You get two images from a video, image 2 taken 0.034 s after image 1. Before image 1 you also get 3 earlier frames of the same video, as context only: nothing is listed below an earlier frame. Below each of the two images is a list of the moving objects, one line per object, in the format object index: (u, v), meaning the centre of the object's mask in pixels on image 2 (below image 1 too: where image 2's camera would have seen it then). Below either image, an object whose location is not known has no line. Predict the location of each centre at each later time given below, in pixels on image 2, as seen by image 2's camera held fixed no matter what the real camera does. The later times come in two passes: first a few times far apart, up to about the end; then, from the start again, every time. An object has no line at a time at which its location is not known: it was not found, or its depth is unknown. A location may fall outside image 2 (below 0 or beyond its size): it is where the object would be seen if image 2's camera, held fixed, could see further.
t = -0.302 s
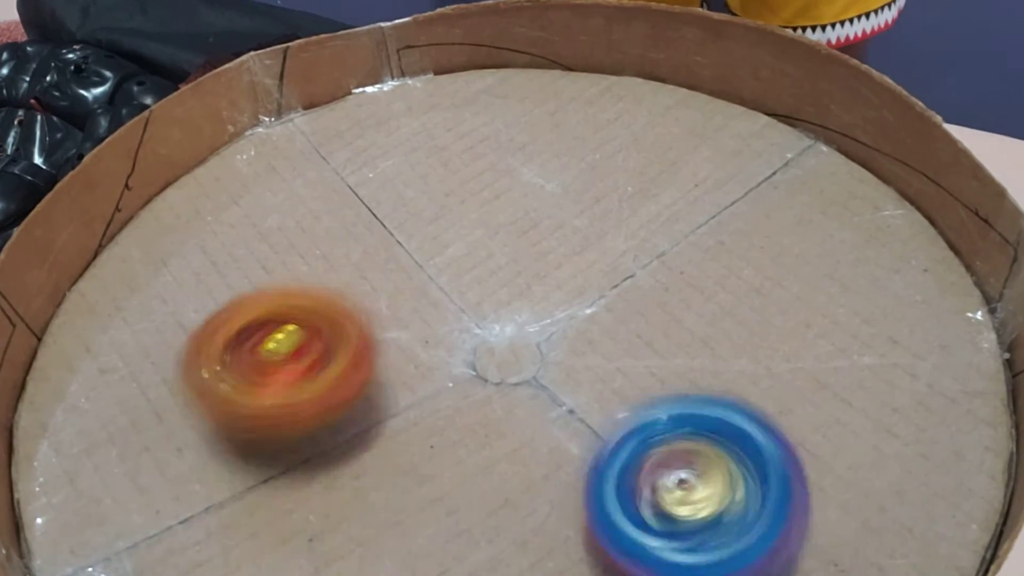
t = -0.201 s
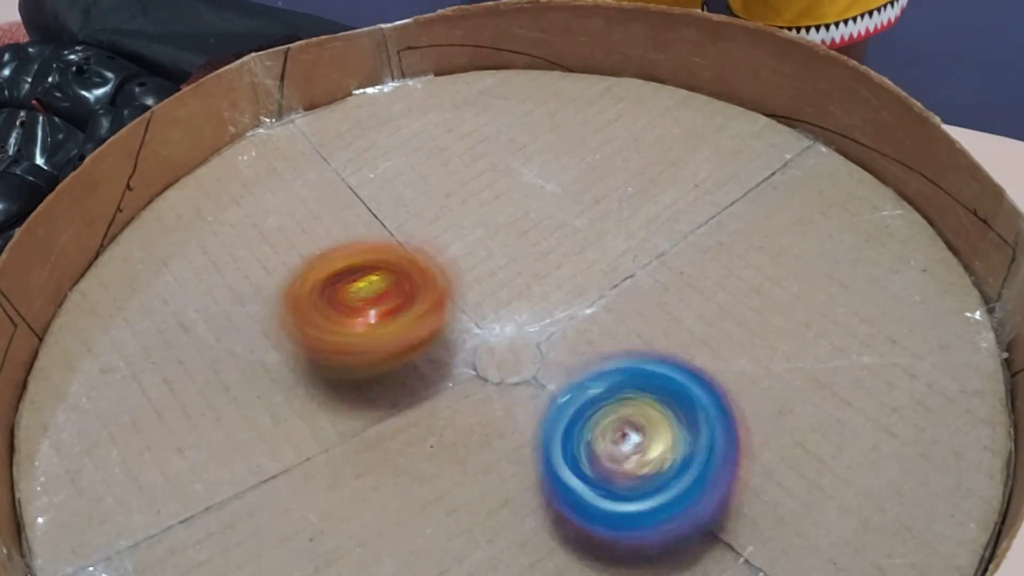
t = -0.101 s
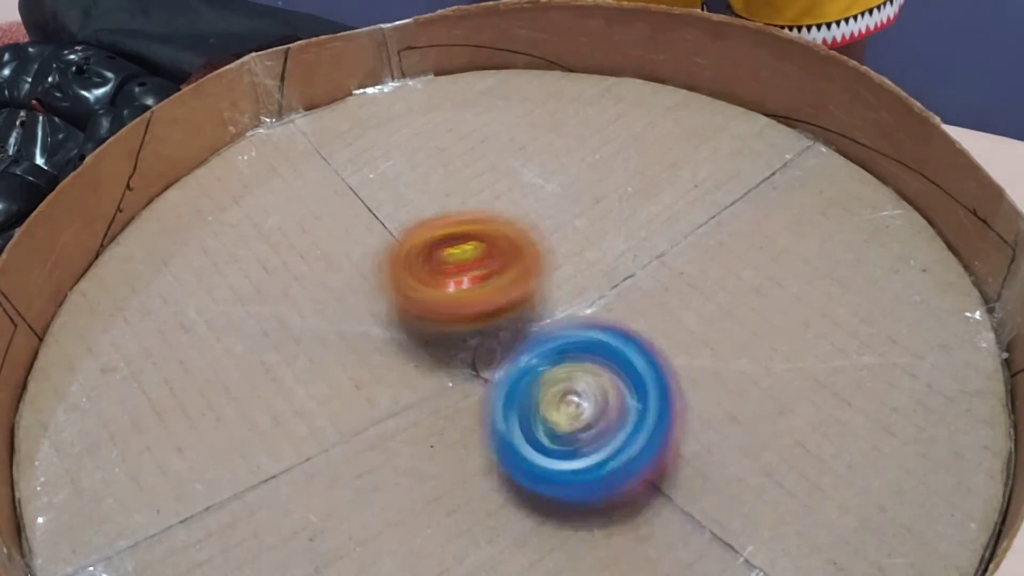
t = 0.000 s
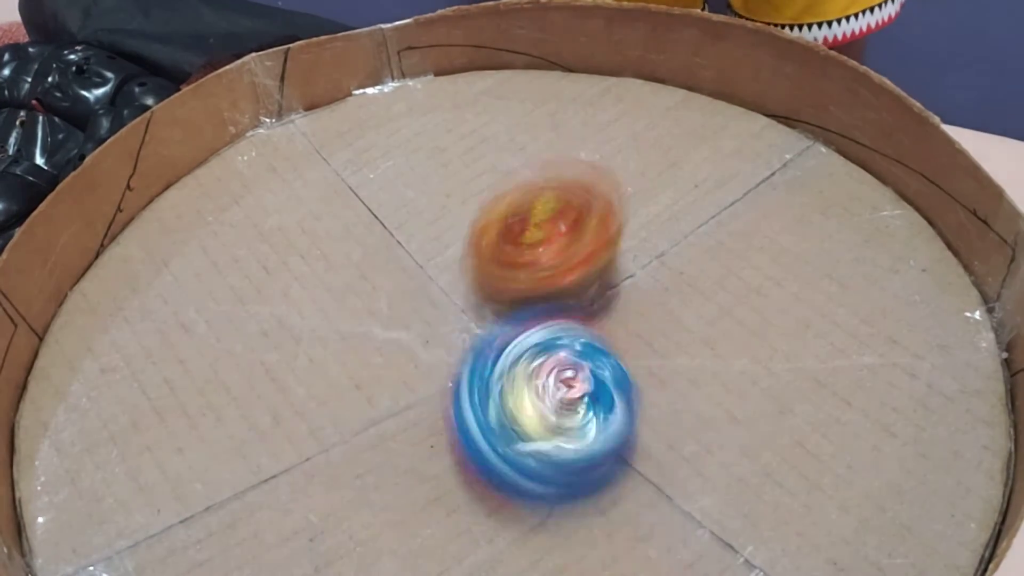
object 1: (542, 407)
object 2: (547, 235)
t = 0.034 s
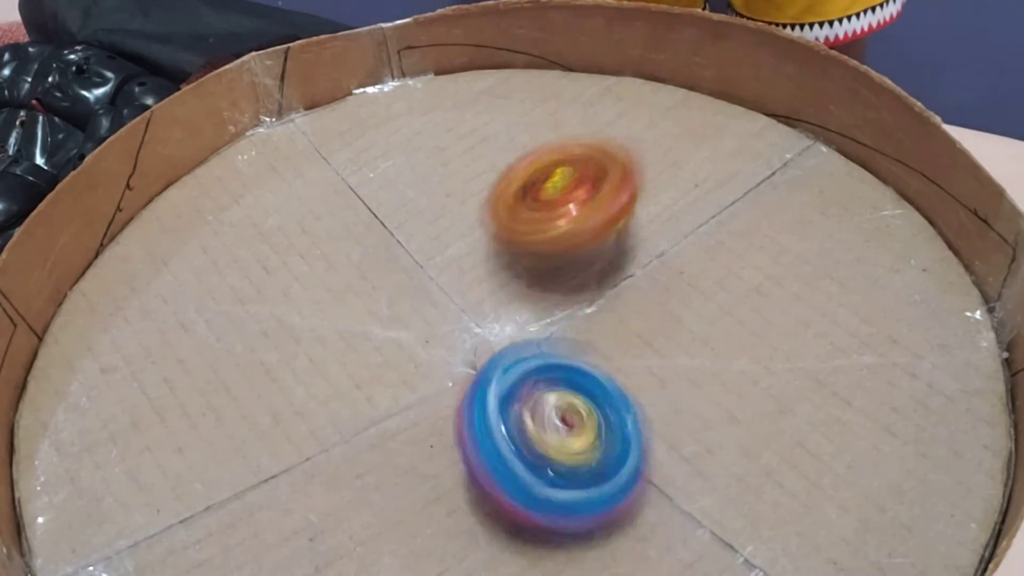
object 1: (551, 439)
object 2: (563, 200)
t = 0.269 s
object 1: (586, 515)
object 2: (657, 80)
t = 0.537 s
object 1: (663, 459)
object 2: (652, 157)
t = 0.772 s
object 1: (715, 371)
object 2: (610, 282)
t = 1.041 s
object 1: (746, 341)
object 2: (404, 331)
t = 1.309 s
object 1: (729, 372)
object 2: (317, 317)
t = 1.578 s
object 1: (729, 356)
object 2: (462, 342)
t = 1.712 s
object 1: (735, 348)
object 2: (550, 362)
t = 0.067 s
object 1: (561, 466)
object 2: (579, 176)
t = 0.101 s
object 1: (567, 480)
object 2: (593, 158)
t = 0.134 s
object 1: (565, 492)
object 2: (607, 141)
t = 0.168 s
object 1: (571, 500)
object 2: (623, 126)
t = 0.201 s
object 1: (575, 506)
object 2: (635, 110)
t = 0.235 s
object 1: (581, 512)
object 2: (646, 94)
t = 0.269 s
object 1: (586, 515)
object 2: (657, 80)
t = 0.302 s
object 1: (595, 517)
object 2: (666, 71)
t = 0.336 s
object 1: (602, 515)
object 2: (669, 79)
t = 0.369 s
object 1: (608, 510)
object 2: (671, 88)
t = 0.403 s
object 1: (617, 506)
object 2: (671, 96)
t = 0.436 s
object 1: (624, 500)
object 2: (670, 107)
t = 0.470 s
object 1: (637, 488)
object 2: (665, 120)
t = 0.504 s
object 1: (650, 474)
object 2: (658, 136)
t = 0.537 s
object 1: (663, 459)
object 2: (652, 157)
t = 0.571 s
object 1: (678, 440)
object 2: (654, 176)
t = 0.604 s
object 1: (688, 419)
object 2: (657, 193)
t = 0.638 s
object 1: (695, 407)
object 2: (655, 209)
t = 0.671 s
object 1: (701, 399)
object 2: (651, 229)
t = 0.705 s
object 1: (704, 388)
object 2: (640, 246)
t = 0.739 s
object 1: (710, 377)
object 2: (626, 264)
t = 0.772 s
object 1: (715, 371)
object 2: (610, 282)
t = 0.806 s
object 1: (732, 360)
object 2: (585, 298)
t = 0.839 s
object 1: (740, 356)
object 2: (547, 317)
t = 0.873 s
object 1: (744, 351)
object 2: (517, 332)
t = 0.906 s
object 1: (746, 347)
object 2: (493, 336)
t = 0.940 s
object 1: (751, 339)
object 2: (472, 336)
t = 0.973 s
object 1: (755, 337)
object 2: (450, 336)
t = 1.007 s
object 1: (754, 338)
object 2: (426, 334)
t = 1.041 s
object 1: (746, 341)
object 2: (404, 331)
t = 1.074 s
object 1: (740, 344)
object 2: (383, 327)
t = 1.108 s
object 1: (736, 348)
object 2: (365, 323)
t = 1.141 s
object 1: (734, 349)
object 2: (347, 321)
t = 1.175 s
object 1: (732, 353)
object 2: (329, 320)
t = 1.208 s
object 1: (730, 356)
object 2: (314, 317)
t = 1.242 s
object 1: (729, 362)
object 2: (308, 316)
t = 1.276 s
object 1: (728, 367)
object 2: (310, 316)
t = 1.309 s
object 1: (729, 372)
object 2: (317, 317)
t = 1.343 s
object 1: (731, 376)
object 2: (325, 317)
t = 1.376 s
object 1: (732, 377)
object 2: (339, 321)
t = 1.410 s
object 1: (732, 376)
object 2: (358, 326)
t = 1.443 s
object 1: (730, 374)
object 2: (380, 329)
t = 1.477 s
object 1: (728, 370)
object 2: (404, 334)
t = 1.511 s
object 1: (728, 365)
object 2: (430, 337)
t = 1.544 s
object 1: (729, 360)
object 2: (447, 339)
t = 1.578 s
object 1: (729, 356)
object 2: (462, 342)
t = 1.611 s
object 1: (731, 354)
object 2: (484, 347)
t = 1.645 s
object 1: (733, 351)
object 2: (506, 351)
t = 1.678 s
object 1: (734, 349)
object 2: (529, 357)
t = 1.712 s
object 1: (735, 348)
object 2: (550, 362)
